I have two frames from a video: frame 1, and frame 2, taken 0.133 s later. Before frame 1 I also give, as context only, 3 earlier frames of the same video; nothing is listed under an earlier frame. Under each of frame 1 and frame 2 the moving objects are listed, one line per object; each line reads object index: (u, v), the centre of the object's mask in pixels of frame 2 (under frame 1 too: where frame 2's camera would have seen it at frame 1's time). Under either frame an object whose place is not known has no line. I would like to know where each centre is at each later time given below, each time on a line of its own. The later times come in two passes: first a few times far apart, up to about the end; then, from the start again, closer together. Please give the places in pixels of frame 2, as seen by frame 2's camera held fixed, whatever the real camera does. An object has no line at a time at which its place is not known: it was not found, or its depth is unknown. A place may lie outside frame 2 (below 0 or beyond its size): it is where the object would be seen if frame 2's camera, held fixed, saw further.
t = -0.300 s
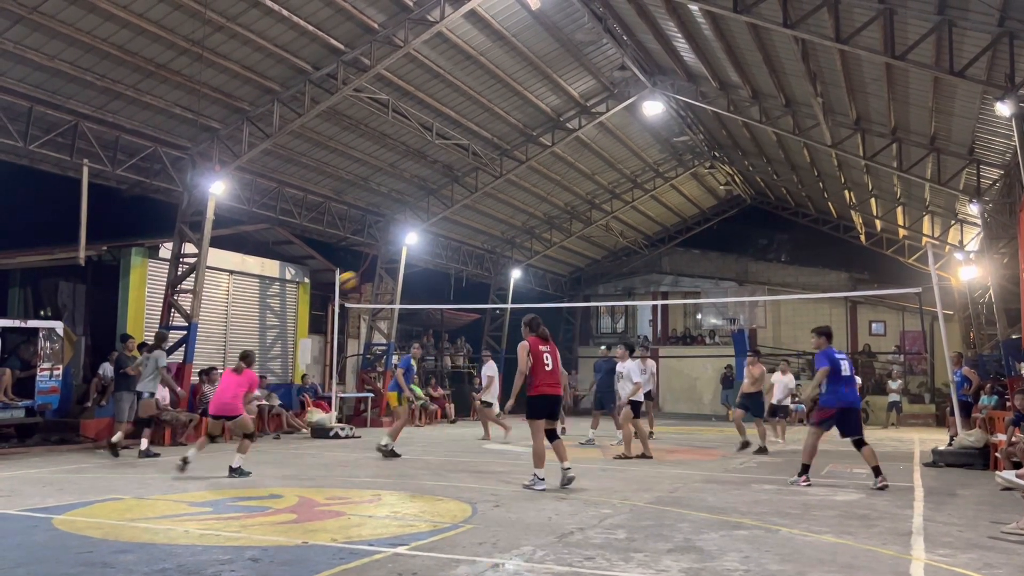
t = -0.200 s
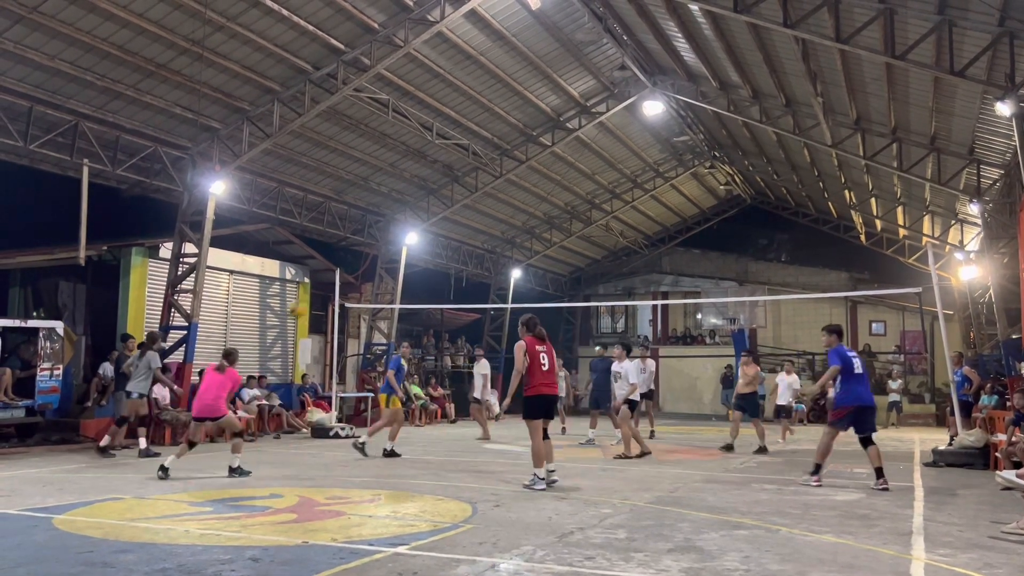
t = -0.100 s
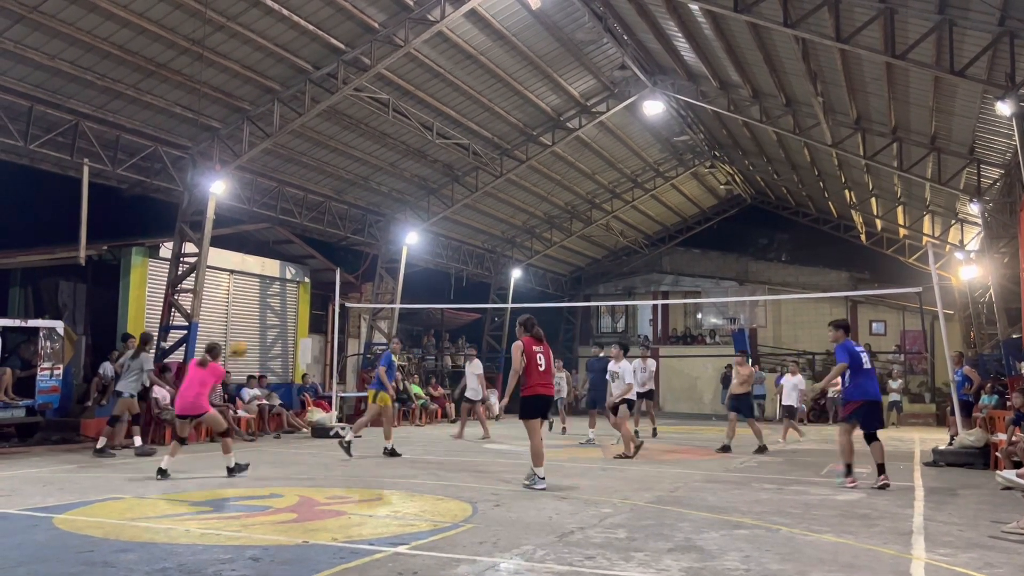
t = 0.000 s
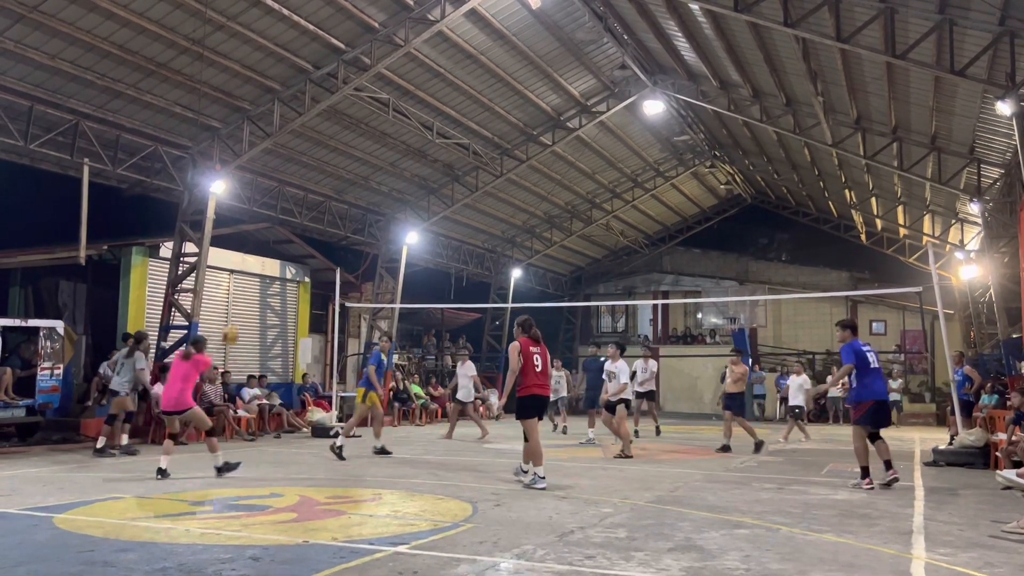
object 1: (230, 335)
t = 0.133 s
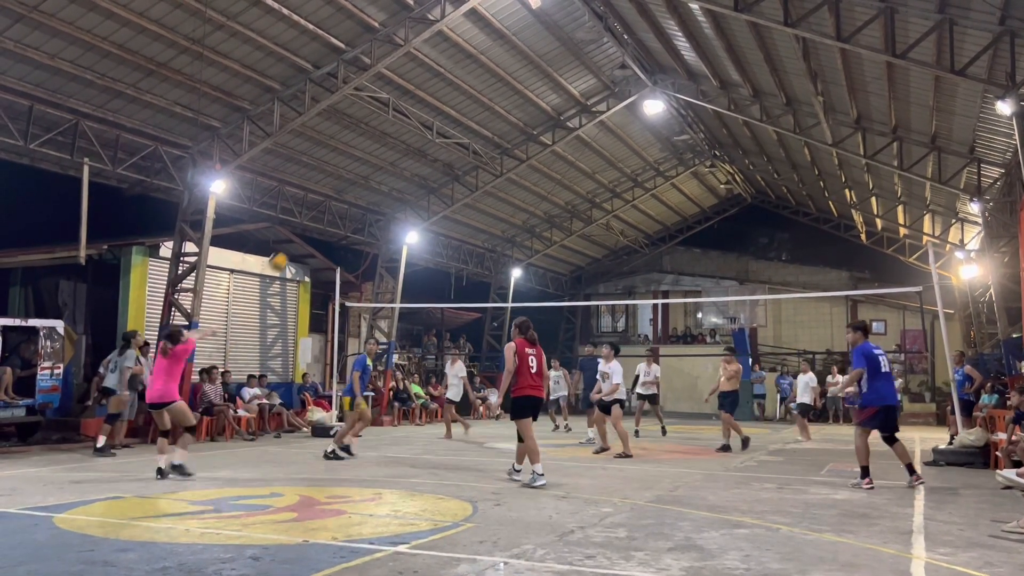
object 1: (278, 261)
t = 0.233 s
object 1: (309, 224)
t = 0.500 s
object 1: (386, 166)
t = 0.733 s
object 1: (444, 166)
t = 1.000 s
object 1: (503, 212)
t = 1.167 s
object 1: (536, 265)
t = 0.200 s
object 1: (298, 235)
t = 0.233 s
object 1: (309, 224)
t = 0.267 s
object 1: (319, 213)
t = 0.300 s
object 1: (330, 203)
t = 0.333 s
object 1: (339, 194)
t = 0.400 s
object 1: (359, 180)
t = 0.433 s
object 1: (368, 174)
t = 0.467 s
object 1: (377, 170)
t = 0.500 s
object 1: (386, 166)
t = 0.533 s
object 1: (395, 163)
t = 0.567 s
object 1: (403, 162)
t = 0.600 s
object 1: (412, 160)
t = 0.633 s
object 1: (420, 161)
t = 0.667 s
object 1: (428, 161)
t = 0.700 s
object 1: (436, 163)
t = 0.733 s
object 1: (444, 166)
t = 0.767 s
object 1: (452, 169)
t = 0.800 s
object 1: (459, 173)
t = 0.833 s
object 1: (467, 178)
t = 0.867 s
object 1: (474, 182)
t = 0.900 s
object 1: (481, 189)
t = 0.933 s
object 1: (488, 196)
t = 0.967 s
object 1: (496, 203)
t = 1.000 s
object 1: (503, 212)
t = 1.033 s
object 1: (510, 222)
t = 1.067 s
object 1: (516, 231)
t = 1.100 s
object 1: (523, 242)
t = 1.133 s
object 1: (529, 252)
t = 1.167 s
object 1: (536, 265)
